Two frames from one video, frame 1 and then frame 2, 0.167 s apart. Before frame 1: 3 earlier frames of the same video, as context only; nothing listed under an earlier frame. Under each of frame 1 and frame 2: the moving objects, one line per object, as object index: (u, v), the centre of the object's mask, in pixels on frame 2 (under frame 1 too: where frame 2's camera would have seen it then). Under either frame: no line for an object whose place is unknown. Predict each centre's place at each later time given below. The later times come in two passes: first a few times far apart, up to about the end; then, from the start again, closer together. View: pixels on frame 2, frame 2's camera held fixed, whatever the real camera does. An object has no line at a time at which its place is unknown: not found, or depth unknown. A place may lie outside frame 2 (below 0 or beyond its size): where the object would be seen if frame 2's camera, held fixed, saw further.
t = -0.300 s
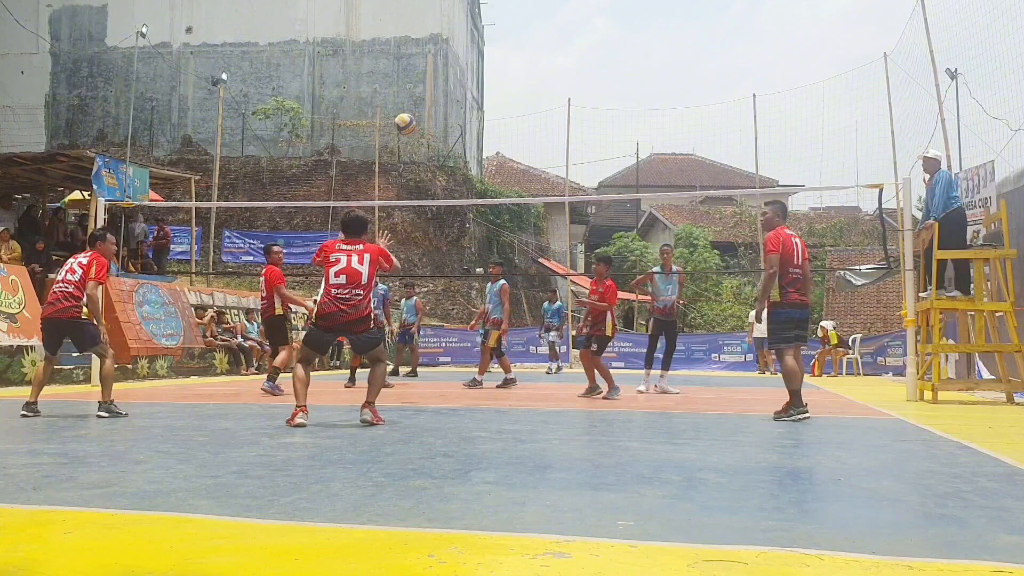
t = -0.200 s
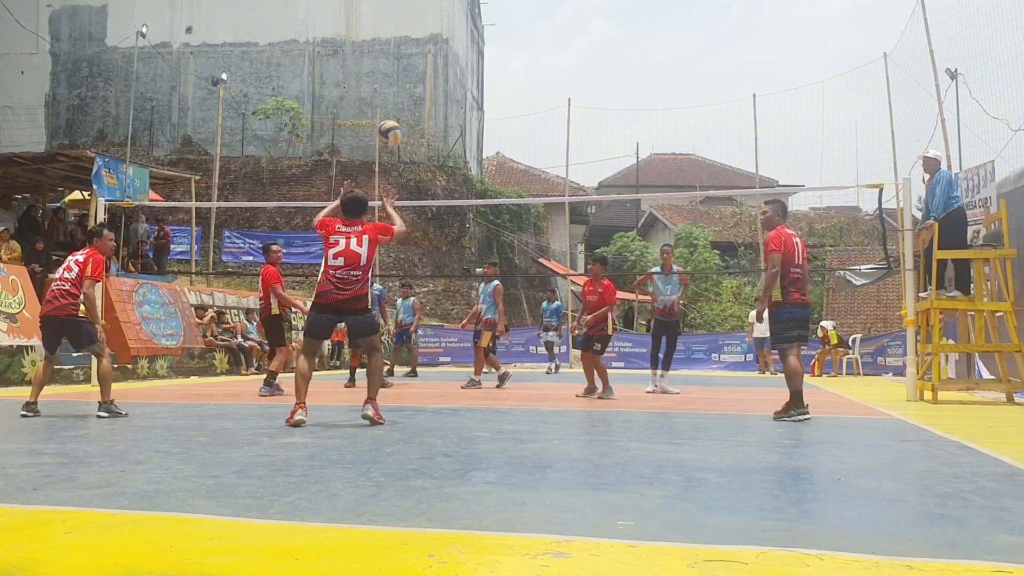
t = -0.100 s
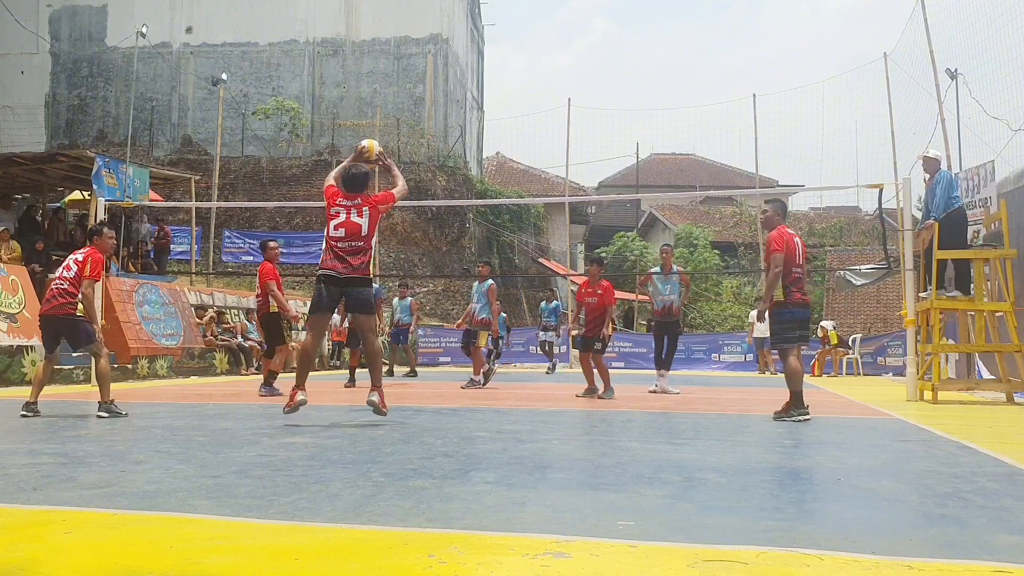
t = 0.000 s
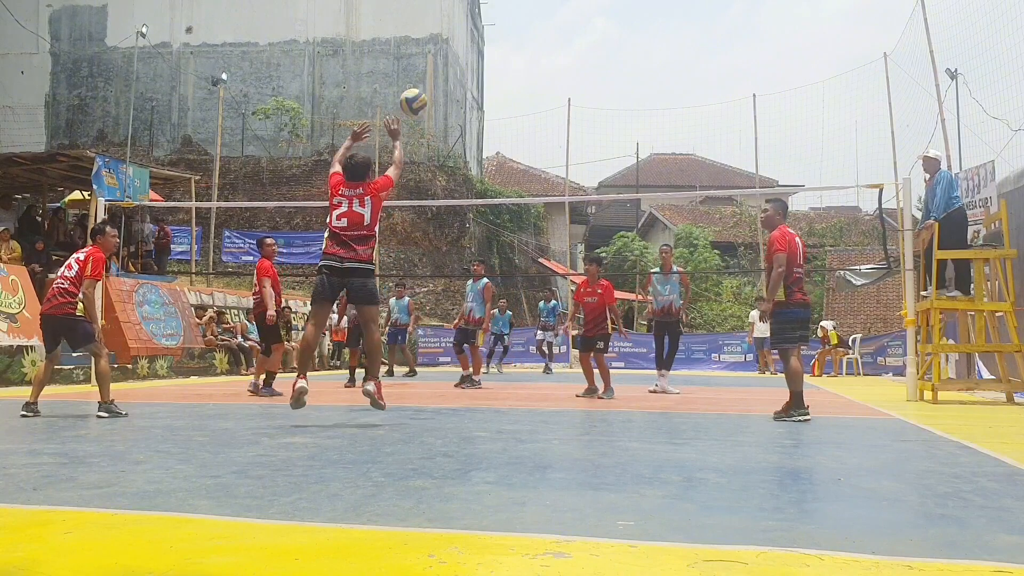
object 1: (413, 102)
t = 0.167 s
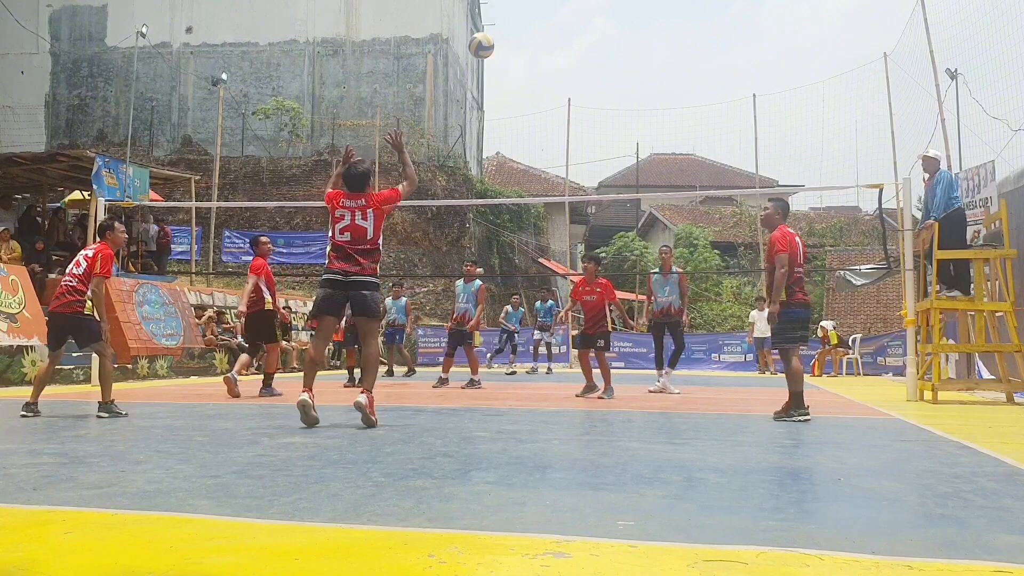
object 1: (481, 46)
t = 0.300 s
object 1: (529, 28)
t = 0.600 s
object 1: (623, 61)
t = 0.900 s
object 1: (700, 172)
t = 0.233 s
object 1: (506, 34)
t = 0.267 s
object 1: (518, 31)
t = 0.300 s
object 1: (529, 28)
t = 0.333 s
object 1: (541, 28)
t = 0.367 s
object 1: (552, 28)
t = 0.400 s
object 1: (563, 29)
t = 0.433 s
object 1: (573, 32)
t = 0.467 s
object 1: (583, 36)
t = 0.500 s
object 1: (593, 41)
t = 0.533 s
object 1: (603, 46)
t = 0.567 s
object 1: (613, 53)
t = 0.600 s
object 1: (623, 61)
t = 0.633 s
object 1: (632, 70)
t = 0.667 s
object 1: (641, 80)
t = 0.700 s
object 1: (650, 91)
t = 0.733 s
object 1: (658, 103)
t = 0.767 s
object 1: (667, 114)
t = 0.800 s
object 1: (675, 128)
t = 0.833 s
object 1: (684, 142)
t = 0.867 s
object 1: (692, 156)
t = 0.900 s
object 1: (700, 172)
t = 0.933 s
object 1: (707, 188)
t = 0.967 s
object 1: (715, 204)
